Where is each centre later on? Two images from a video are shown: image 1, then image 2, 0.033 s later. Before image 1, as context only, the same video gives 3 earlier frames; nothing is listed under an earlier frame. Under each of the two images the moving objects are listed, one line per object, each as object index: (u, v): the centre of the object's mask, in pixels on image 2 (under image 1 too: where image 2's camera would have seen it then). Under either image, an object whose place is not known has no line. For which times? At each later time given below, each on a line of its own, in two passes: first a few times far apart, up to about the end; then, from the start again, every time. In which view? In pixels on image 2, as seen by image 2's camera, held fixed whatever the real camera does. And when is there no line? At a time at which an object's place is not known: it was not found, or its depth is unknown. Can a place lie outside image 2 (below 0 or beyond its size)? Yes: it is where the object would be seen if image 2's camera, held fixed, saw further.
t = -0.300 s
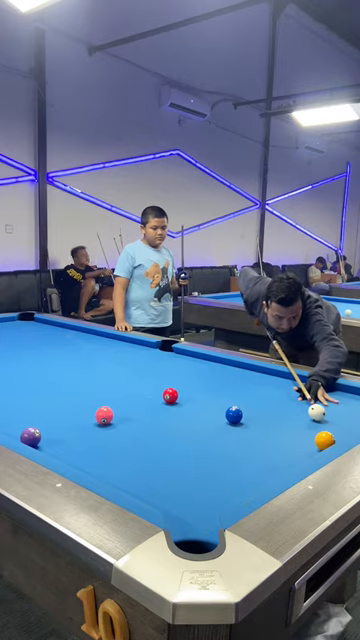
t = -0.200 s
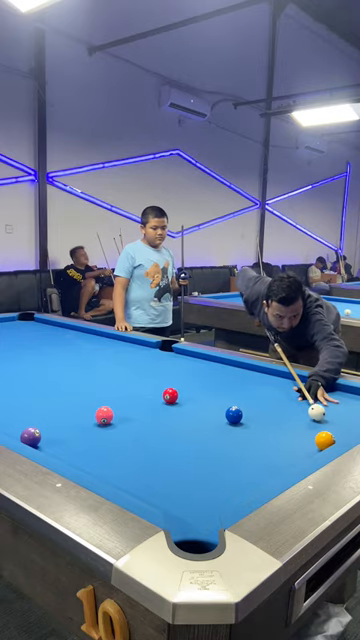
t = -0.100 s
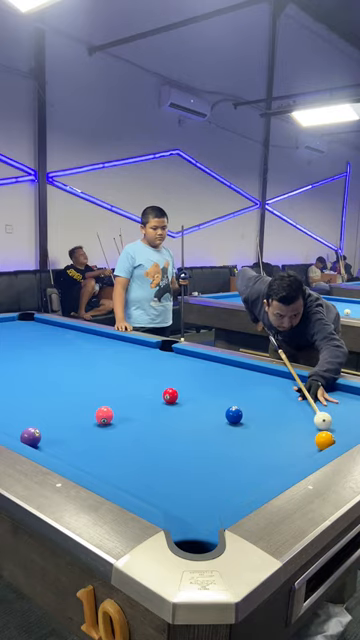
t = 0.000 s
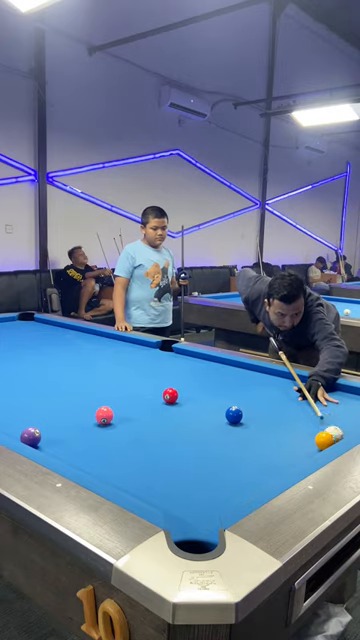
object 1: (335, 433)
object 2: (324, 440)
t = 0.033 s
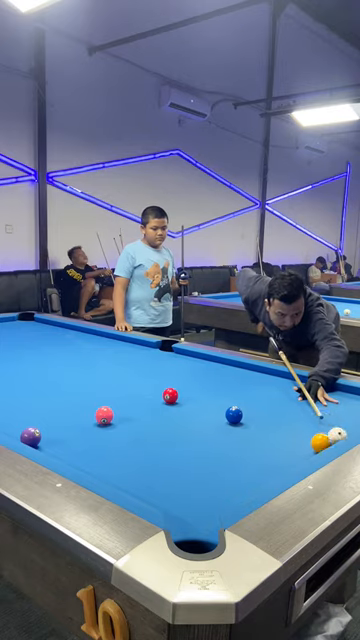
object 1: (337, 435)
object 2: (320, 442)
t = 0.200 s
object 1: (322, 431)
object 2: (303, 452)
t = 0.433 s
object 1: (302, 422)
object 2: (280, 466)
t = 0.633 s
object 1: (289, 416)
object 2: (257, 480)
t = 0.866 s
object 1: (274, 410)
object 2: (227, 496)
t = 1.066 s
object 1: (264, 405)
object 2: (200, 515)
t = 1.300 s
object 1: (253, 400)
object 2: (185, 543)
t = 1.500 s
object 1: (245, 397)
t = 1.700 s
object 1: (237, 393)
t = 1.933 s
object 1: (230, 390)
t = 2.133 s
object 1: (224, 388)
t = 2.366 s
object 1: (219, 385)
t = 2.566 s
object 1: (214, 384)
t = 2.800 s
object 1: (211, 382)
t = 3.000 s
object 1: (208, 381)
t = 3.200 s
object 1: (206, 380)
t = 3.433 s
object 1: (204, 379)
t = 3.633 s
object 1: (203, 378)
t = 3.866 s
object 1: (203, 378)
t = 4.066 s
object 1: (203, 378)
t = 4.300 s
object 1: (203, 378)
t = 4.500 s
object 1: (203, 378)
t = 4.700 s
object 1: (203, 378)
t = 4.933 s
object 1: (203, 378)
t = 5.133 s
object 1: (203, 378)
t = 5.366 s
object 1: (203, 378)
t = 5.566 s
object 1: (203, 378)
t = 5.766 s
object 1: (203, 378)
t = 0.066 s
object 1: (333, 435)
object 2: (316, 444)
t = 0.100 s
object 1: (331, 434)
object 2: (313, 447)
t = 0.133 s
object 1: (327, 433)
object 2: (310, 448)
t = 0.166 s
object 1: (324, 432)
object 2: (307, 450)
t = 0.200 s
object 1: (322, 431)
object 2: (303, 452)
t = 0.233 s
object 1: (319, 429)
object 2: (300, 454)
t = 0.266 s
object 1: (316, 428)
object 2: (297, 456)
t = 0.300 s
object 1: (313, 427)
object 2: (294, 458)
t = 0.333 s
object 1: (310, 426)
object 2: (290, 460)
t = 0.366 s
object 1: (308, 424)
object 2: (286, 462)
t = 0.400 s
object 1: (305, 423)
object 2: (283, 464)
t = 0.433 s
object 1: (302, 422)
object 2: (280, 466)
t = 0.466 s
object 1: (300, 421)
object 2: (276, 468)
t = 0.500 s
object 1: (298, 420)
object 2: (273, 471)
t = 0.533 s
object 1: (295, 419)
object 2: (269, 473)
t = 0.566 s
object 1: (293, 418)
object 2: (265, 476)
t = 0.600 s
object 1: (291, 417)
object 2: (261, 478)
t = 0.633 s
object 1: (289, 416)
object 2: (257, 480)
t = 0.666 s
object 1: (287, 415)
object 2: (253, 482)
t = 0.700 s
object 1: (284, 414)
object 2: (249, 484)
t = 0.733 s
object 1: (282, 413)
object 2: (245, 487)
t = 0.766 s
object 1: (280, 412)
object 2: (240, 489)
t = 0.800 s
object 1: (278, 412)
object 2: (236, 491)
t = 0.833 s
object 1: (276, 411)
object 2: (232, 494)
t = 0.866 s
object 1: (274, 410)
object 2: (227, 496)
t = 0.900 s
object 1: (272, 409)
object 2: (223, 498)
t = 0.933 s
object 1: (270, 408)
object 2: (218, 502)
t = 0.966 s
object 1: (269, 407)
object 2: (214, 506)
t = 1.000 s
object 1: (267, 407)
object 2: (210, 509)
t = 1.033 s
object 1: (265, 406)
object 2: (205, 512)
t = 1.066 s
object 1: (264, 405)
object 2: (200, 515)
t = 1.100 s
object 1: (262, 404)
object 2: (195, 517)
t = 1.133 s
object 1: (260, 404)
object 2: (191, 520)
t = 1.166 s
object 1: (259, 403)
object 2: (186, 523)
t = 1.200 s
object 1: (257, 402)
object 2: (181, 526)
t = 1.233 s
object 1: (256, 402)
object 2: (179, 529)
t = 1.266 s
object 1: (254, 401)
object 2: (182, 534)
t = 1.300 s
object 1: (253, 400)
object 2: (185, 543)
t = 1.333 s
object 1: (251, 400)
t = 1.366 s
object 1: (250, 399)
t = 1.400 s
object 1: (249, 398)
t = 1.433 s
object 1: (247, 398)
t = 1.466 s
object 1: (246, 397)
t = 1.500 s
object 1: (245, 397)
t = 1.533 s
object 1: (243, 396)
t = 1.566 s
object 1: (242, 395)
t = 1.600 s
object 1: (241, 395)
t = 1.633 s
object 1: (240, 394)
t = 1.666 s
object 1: (238, 394)
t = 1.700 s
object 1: (237, 393)
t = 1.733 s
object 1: (236, 393)
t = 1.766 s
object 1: (235, 392)
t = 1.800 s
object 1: (234, 392)
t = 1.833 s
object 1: (233, 391)
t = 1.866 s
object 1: (232, 391)
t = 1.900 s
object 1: (231, 391)
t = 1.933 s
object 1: (230, 390)
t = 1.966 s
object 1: (229, 390)
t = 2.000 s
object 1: (228, 389)
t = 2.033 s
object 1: (227, 389)
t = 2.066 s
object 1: (226, 389)
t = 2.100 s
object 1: (225, 388)
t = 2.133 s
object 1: (224, 388)
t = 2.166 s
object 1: (223, 387)
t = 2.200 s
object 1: (222, 387)
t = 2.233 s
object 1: (222, 387)
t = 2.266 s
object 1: (221, 386)
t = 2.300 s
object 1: (220, 386)
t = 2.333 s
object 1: (219, 385)
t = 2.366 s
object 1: (219, 385)
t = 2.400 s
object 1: (218, 385)
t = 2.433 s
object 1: (217, 385)
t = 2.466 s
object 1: (216, 385)
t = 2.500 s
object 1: (216, 384)
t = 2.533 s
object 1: (215, 384)
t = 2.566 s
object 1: (214, 384)
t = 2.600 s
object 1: (214, 383)
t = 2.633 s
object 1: (213, 383)
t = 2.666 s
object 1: (213, 383)
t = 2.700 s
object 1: (212, 383)
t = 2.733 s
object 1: (212, 382)
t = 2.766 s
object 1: (211, 382)
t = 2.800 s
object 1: (211, 382)
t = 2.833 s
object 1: (210, 382)
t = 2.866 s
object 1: (210, 381)
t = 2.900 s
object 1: (209, 381)
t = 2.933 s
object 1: (209, 381)
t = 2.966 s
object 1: (209, 381)
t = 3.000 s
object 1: (208, 381)
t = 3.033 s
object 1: (208, 381)
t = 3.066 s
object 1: (208, 380)
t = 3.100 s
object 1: (207, 380)
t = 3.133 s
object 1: (207, 380)
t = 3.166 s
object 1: (206, 380)
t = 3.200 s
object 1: (206, 380)
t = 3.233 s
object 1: (206, 380)
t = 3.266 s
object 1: (206, 379)
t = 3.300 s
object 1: (205, 379)
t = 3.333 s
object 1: (205, 379)
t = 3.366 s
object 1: (205, 379)
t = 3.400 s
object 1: (205, 379)
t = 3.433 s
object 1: (204, 379)
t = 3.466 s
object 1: (204, 379)
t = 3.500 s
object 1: (204, 379)
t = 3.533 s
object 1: (204, 379)
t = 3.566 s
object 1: (204, 379)
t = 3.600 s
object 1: (204, 379)
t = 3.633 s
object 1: (203, 378)
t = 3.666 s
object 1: (203, 378)
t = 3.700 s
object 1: (203, 378)
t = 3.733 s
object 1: (203, 378)
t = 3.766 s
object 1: (203, 378)
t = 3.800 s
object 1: (203, 378)
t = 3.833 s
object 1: (203, 378)
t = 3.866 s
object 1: (203, 378)
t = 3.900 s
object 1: (203, 378)
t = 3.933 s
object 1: (203, 378)
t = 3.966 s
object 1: (203, 378)
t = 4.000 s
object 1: (203, 378)
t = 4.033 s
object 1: (203, 378)
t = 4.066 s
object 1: (203, 378)
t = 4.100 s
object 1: (203, 378)
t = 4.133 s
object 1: (203, 378)
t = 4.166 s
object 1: (203, 378)
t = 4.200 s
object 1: (203, 378)
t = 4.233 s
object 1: (203, 378)
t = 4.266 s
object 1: (203, 378)
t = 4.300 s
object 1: (203, 378)
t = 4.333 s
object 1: (203, 378)
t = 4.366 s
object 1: (203, 378)
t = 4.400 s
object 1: (203, 378)
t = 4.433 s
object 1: (203, 378)
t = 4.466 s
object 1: (203, 378)
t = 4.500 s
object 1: (203, 378)
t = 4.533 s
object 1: (203, 378)
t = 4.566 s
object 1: (203, 378)
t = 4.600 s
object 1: (203, 378)
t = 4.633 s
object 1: (203, 378)
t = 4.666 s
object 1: (203, 378)
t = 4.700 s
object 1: (203, 378)
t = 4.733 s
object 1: (203, 378)
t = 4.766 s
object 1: (203, 378)
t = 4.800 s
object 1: (203, 378)
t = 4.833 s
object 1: (203, 378)
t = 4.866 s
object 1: (203, 378)
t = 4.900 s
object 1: (203, 378)
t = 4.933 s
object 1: (203, 378)
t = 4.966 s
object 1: (203, 378)
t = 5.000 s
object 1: (203, 378)
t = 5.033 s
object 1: (203, 378)
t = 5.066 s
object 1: (203, 378)
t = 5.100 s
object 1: (203, 378)
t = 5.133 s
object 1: (203, 378)
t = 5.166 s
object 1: (203, 378)
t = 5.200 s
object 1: (203, 378)
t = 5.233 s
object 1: (203, 378)
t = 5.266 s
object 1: (203, 378)
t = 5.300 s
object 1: (203, 378)
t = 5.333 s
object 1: (203, 378)
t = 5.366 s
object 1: (203, 378)
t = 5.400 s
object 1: (203, 378)
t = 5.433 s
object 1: (203, 378)
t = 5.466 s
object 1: (203, 378)
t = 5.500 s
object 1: (203, 378)
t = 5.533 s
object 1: (203, 378)
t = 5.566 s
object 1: (203, 378)
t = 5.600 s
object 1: (203, 378)
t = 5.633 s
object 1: (203, 378)
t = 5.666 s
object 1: (203, 378)
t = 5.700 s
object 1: (203, 378)
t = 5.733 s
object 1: (203, 378)
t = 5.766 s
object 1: (203, 378)
